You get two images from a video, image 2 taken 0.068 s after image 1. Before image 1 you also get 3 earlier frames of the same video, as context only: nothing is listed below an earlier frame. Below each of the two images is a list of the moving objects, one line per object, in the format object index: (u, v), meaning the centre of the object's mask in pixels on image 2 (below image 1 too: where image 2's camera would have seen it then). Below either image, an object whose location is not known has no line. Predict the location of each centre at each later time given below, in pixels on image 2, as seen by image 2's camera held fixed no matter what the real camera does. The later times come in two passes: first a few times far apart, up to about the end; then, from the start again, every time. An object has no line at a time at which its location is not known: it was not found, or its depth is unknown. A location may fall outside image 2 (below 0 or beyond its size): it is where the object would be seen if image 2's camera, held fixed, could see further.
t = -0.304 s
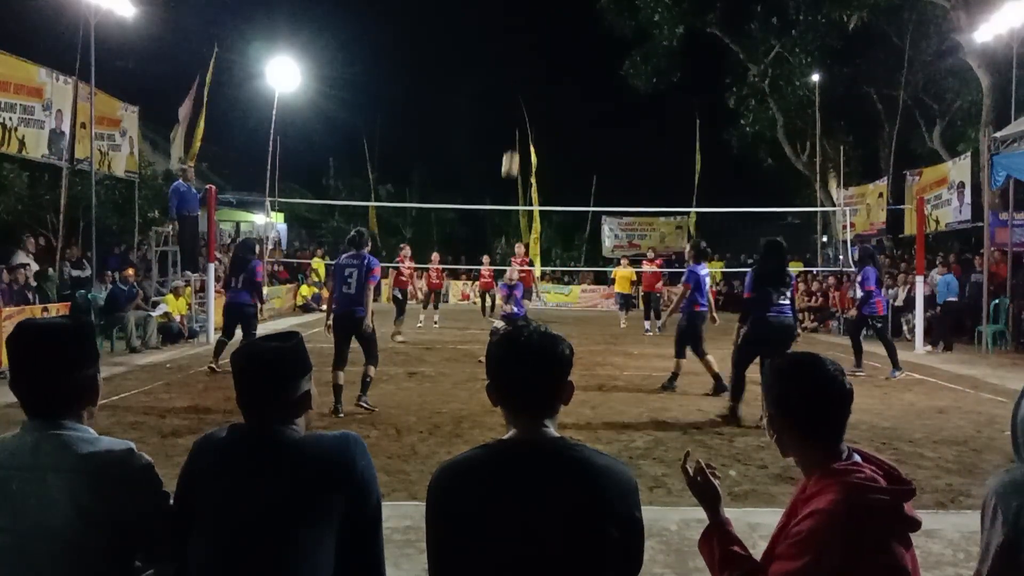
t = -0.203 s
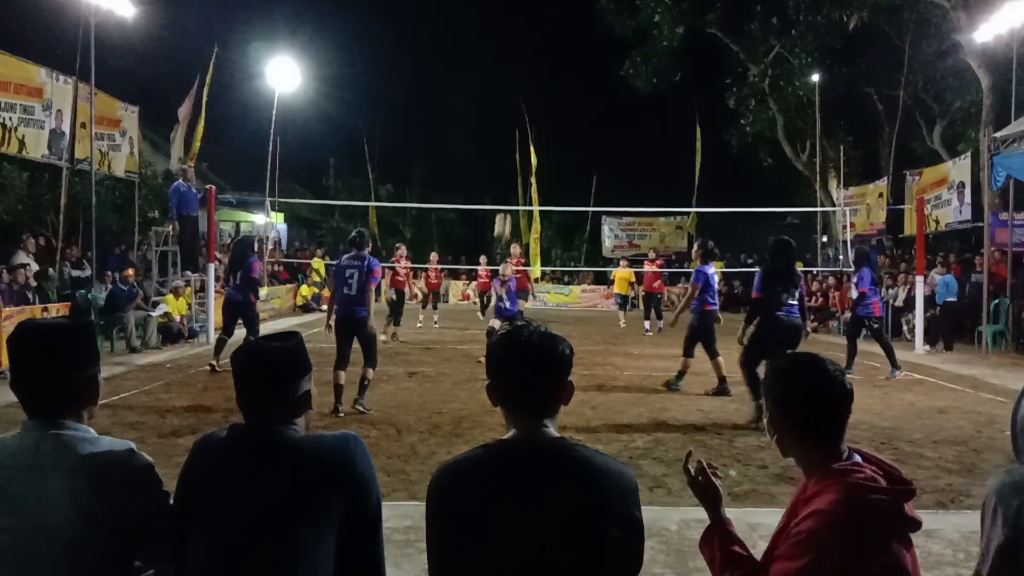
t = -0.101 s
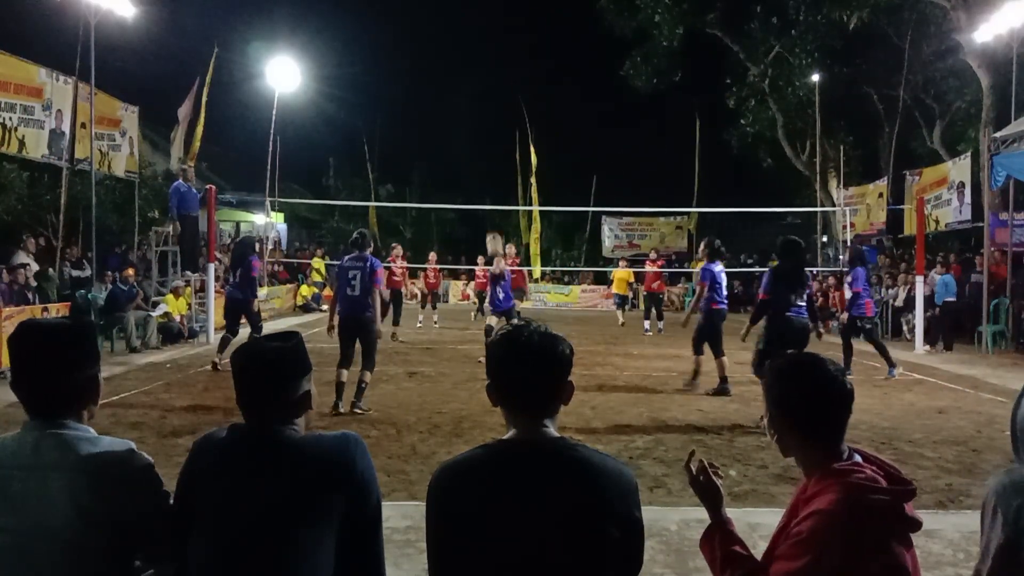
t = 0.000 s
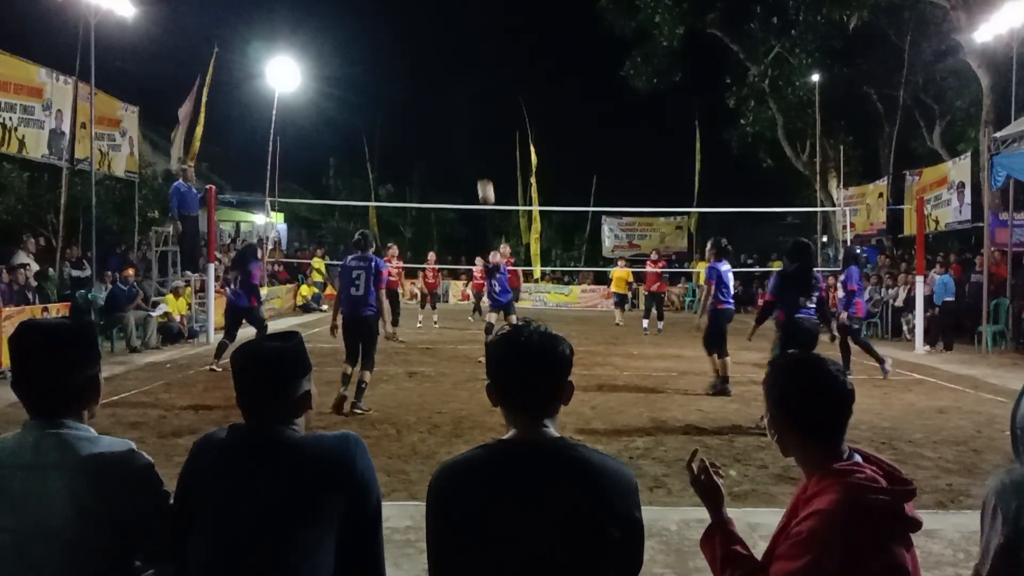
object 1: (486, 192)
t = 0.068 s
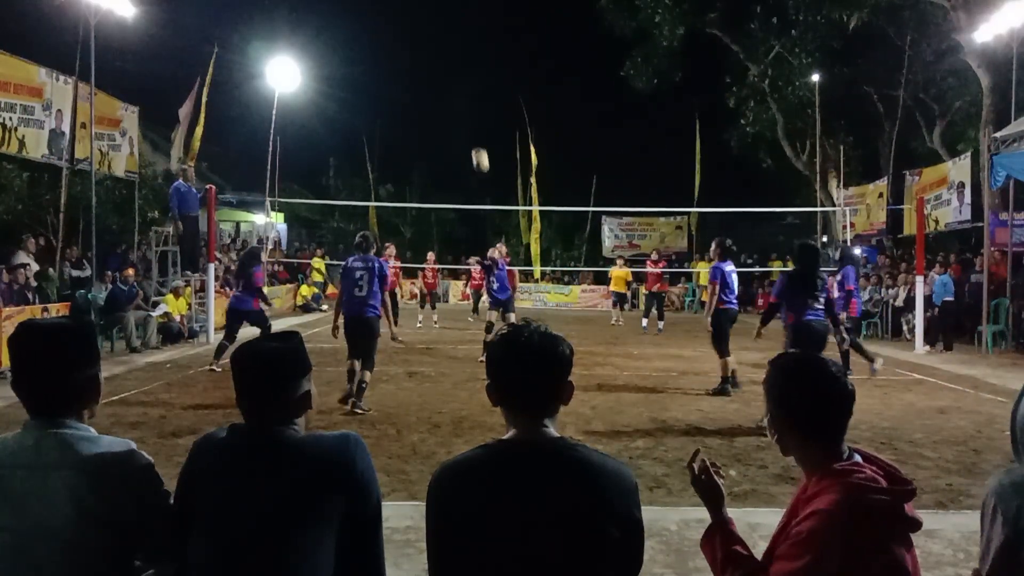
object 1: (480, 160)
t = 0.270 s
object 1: (464, 84)
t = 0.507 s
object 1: (445, 35)
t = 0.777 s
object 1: (423, 32)
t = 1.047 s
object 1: (402, 81)
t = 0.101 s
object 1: (478, 145)
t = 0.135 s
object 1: (475, 131)
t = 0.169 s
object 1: (472, 118)
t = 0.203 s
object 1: (469, 106)
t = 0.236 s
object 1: (467, 94)
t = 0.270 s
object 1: (464, 84)
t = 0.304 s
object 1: (461, 75)
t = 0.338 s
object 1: (458, 66)
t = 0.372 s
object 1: (456, 59)
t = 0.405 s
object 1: (453, 52)
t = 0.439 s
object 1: (450, 45)
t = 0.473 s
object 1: (448, 40)
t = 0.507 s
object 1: (445, 35)
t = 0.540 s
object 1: (442, 32)
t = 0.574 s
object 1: (439, 29)
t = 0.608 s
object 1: (436, 28)
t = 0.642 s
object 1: (434, 27)
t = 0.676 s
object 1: (431, 27)
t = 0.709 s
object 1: (429, 28)
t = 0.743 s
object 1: (426, 29)
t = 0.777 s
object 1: (423, 32)
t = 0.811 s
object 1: (421, 35)
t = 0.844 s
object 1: (418, 39)
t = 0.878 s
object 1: (415, 44)
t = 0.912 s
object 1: (412, 50)
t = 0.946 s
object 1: (410, 56)
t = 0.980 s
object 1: (407, 64)
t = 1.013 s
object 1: (405, 71)
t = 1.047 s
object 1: (402, 81)
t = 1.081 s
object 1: (399, 90)
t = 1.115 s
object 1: (396, 101)
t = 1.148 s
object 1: (394, 113)
